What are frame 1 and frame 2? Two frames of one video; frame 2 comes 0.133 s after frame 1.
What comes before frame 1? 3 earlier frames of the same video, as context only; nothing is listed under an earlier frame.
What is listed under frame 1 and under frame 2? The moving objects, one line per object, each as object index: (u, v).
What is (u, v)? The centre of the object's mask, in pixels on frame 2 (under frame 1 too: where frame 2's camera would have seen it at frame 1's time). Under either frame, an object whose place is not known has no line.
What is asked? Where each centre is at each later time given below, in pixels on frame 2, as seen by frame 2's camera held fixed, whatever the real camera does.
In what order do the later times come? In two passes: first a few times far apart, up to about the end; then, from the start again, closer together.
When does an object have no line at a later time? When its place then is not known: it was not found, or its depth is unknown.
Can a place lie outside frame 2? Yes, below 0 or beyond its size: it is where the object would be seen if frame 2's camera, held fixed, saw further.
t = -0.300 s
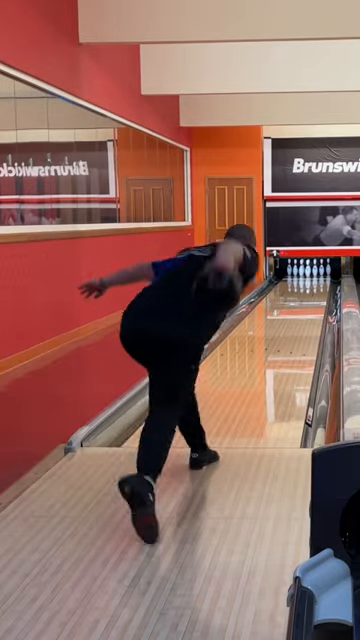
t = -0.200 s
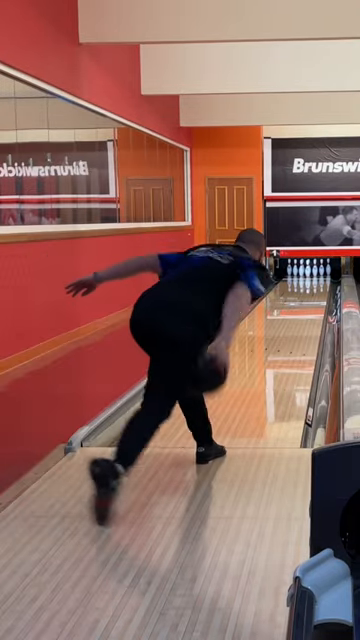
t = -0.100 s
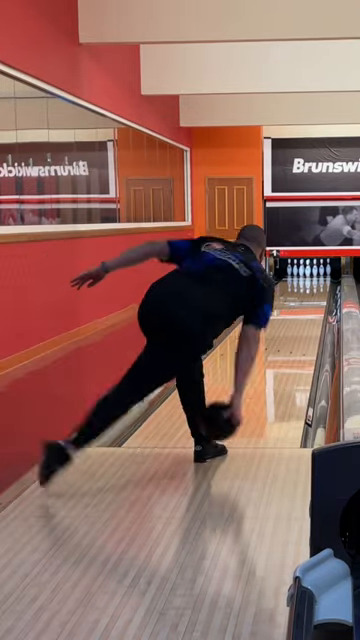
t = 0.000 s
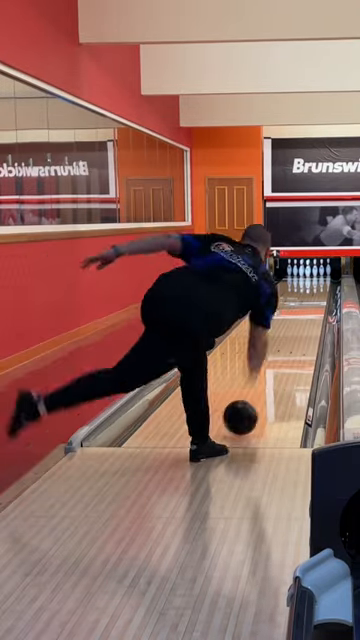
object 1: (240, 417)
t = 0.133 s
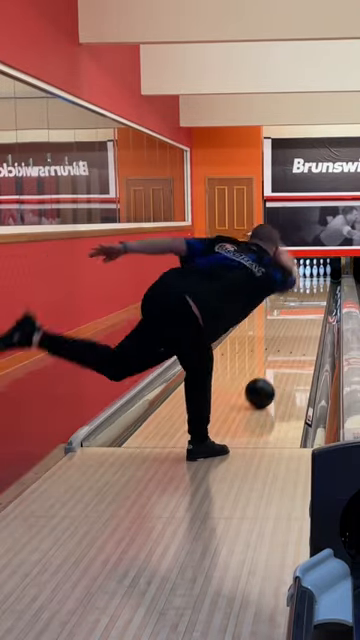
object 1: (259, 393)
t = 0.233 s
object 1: (271, 377)
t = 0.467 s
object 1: (290, 349)
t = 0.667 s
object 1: (301, 331)
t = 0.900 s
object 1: (310, 317)
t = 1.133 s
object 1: (316, 305)
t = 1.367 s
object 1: (319, 296)
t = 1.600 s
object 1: (320, 290)
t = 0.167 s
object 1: (263, 387)
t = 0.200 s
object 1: (267, 382)
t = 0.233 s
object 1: (271, 377)
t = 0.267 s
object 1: (274, 372)
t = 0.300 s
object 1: (277, 368)
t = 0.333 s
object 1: (280, 363)
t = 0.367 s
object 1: (282, 359)
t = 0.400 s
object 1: (285, 356)
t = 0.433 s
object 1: (287, 352)
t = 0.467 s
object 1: (290, 349)
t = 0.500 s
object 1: (292, 346)
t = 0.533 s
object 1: (294, 342)
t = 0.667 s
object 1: (301, 331)
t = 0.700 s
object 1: (302, 329)
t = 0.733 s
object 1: (304, 327)
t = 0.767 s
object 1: (305, 325)
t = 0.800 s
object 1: (307, 322)
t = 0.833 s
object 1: (308, 320)
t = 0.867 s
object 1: (309, 318)
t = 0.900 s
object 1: (310, 317)
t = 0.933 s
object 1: (311, 315)
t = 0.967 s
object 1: (312, 313)
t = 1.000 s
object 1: (313, 311)
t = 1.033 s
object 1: (314, 310)
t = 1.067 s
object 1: (315, 308)
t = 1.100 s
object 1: (315, 307)
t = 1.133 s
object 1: (316, 305)
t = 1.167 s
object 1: (316, 304)
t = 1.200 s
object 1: (317, 302)
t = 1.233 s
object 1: (318, 301)
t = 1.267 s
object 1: (317, 300)
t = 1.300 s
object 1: (318, 299)
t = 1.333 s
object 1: (318, 298)
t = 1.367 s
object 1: (319, 296)
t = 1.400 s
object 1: (319, 295)
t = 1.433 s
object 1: (319, 294)
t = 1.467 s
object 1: (319, 293)
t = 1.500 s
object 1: (320, 292)
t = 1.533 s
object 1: (320, 291)
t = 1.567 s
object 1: (320, 290)
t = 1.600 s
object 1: (320, 290)
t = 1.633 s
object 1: (320, 289)
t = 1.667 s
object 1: (319, 285)
